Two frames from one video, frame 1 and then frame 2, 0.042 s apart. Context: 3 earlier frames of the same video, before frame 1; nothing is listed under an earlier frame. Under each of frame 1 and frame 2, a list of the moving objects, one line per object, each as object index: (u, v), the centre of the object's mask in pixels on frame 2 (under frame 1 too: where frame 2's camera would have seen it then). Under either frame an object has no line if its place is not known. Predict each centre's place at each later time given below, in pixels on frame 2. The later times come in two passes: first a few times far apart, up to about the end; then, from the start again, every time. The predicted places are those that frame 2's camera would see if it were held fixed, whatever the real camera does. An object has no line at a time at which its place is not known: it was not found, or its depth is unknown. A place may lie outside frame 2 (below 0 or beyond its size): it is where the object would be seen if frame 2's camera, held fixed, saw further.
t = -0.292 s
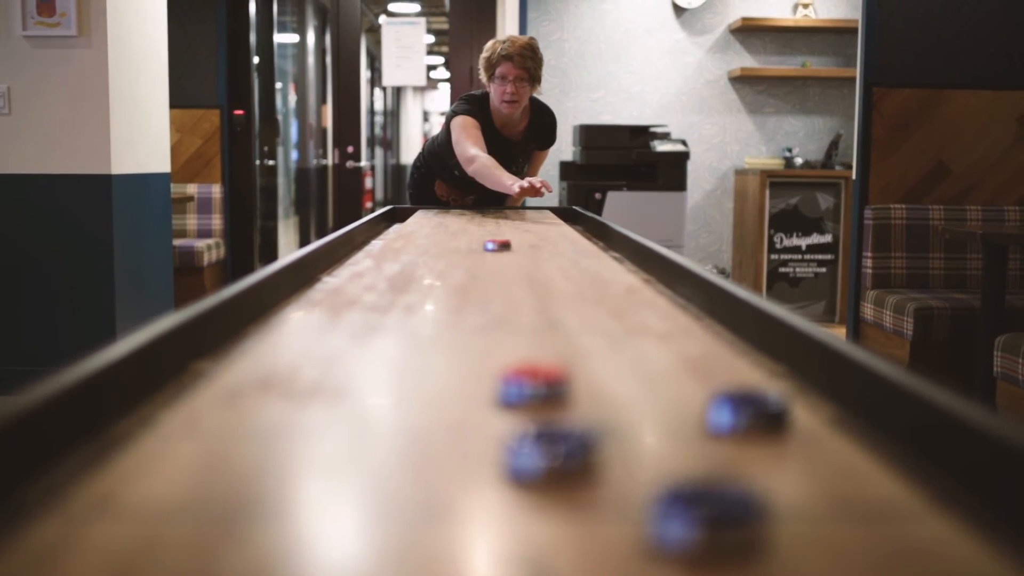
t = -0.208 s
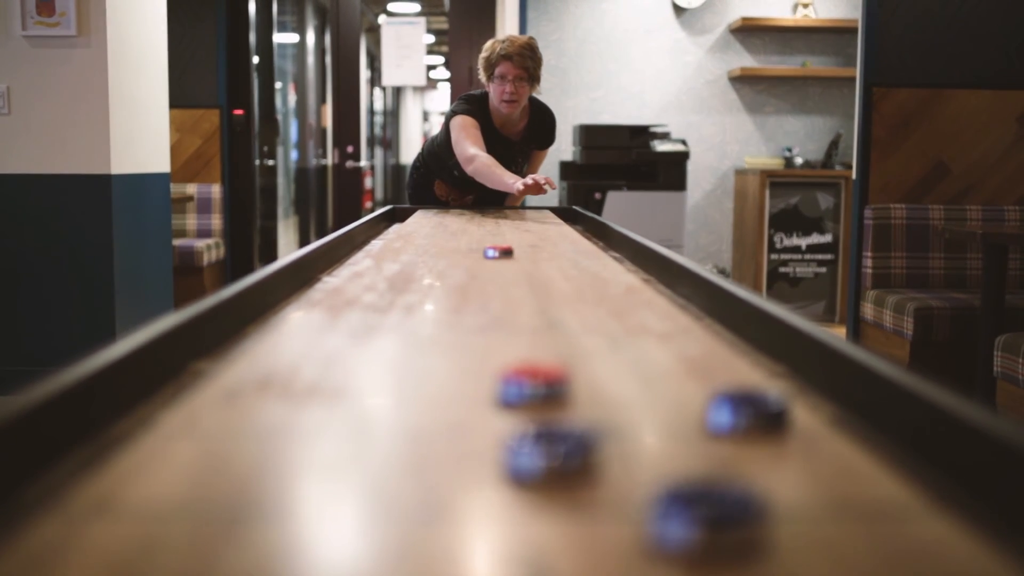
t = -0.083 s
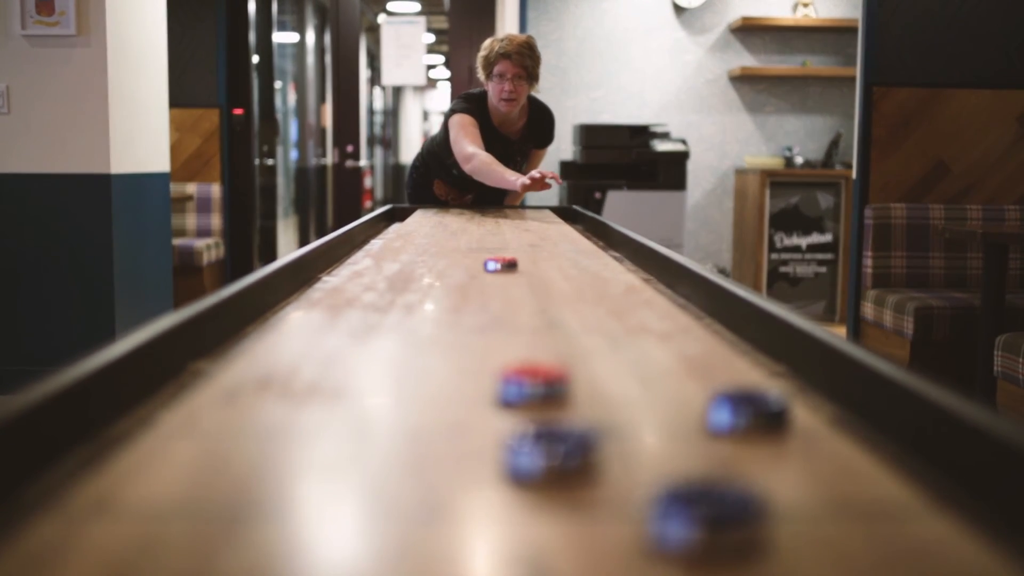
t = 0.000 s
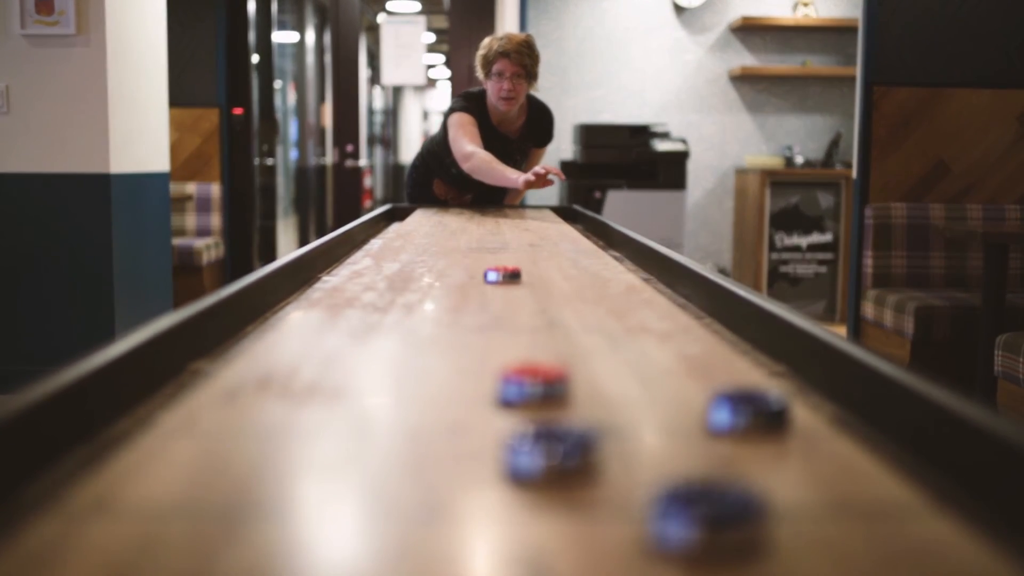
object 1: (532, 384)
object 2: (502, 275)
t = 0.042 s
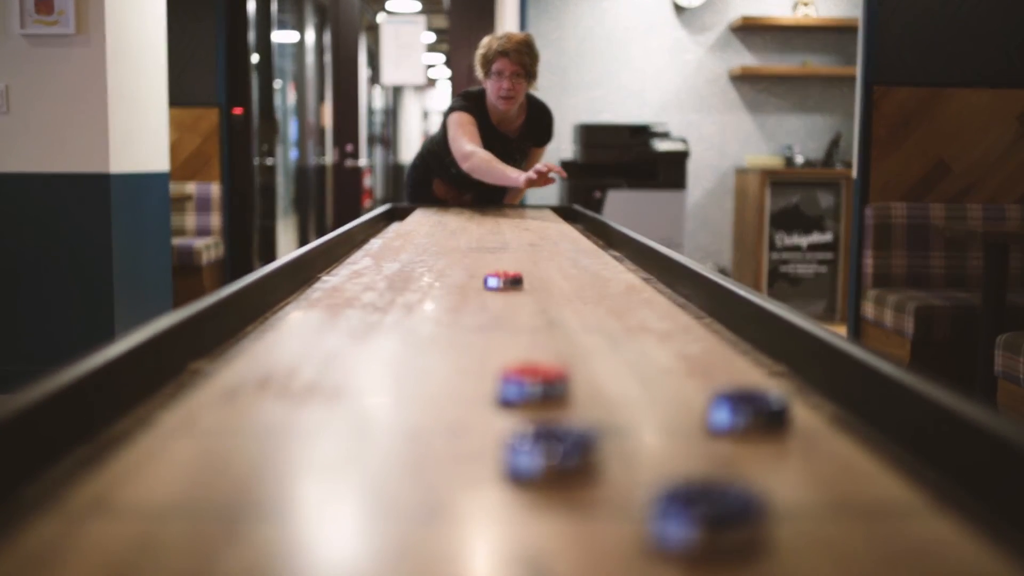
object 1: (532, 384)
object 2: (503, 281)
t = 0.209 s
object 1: (532, 385)
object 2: (507, 312)
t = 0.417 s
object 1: (541, 396)
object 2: (504, 364)
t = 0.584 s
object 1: (623, 440)
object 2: (485, 382)
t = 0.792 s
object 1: (726, 458)
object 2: (463, 390)
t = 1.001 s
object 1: (807, 476)
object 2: (452, 397)
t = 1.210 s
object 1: (861, 488)
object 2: (446, 402)
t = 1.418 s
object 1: (905, 497)
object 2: (444, 403)
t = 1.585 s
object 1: (932, 503)
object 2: (444, 403)
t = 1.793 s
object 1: (958, 507)
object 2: (444, 404)
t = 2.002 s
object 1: (973, 509)
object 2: (444, 404)
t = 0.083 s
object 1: (532, 384)
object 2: (504, 286)
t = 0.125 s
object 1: (532, 384)
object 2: (505, 293)
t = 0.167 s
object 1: (532, 384)
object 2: (506, 302)
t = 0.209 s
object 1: (532, 385)
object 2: (507, 312)
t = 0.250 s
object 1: (532, 385)
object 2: (508, 322)
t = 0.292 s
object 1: (532, 385)
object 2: (510, 335)
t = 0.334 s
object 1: (531, 385)
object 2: (511, 349)
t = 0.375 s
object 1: (531, 385)
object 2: (508, 359)
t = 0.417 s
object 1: (541, 396)
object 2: (504, 364)
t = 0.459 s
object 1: (558, 412)
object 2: (502, 374)
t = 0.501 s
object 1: (587, 422)
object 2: (496, 377)
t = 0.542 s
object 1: (603, 435)
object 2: (490, 380)
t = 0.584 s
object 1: (623, 440)
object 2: (485, 382)
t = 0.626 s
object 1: (644, 444)
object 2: (480, 384)
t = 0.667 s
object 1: (665, 448)
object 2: (475, 386)
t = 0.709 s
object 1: (685, 452)
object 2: (471, 387)
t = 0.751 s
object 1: (706, 455)
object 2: (467, 389)
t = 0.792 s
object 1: (726, 458)
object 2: (463, 390)
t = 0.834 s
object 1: (745, 462)
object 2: (460, 392)
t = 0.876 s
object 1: (764, 465)
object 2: (457, 394)
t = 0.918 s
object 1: (780, 470)
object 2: (455, 395)
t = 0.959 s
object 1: (795, 473)
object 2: (453, 396)
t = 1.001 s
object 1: (807, 476)
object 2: (452, 397)
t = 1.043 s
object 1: (819, 479)
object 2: (450, 398)
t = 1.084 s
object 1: (830, 482)
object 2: (449, 400)
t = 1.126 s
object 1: (841, 483)
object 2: (448, 401)
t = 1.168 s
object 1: (851, 486)
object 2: (447, 401)
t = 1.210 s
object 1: (861, 488)
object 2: (446, 402)
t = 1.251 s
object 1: (870, 490)
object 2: (446, 402)
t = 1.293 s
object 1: (879, 492)
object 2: (445, 403)
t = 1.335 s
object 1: (888, 494)
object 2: (445, 403)
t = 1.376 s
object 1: (897, 496)
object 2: (444, 403)
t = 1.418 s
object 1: (905, 497)
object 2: (444, 403)
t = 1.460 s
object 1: (912, 499)
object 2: (444, 403)
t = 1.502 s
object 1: (920, 501)
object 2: (444, 403)
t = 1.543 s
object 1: (926, 502)
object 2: (444, 403)
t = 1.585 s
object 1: (932, 503)
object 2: (444, 403)
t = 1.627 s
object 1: (938, 504)
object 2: (444, 403)
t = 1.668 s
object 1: (944, 505)
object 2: (444, 404)
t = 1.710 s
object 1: (949, 506)
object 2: (444, 404)
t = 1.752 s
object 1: (955, 507)
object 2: (444, 404)
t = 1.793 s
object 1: (958, 507)
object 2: (444, 404)
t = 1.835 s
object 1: (961, 508)
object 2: (444, 404)
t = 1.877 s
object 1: (964, 509)
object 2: (444, 404)
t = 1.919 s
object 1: (967, 509)
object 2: (444, 404)
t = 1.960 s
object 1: (969, 509)
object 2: (444, 404)
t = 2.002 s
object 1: (973, 509)
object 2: (444, 404)
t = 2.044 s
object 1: (979, 509)
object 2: (444, 404)
